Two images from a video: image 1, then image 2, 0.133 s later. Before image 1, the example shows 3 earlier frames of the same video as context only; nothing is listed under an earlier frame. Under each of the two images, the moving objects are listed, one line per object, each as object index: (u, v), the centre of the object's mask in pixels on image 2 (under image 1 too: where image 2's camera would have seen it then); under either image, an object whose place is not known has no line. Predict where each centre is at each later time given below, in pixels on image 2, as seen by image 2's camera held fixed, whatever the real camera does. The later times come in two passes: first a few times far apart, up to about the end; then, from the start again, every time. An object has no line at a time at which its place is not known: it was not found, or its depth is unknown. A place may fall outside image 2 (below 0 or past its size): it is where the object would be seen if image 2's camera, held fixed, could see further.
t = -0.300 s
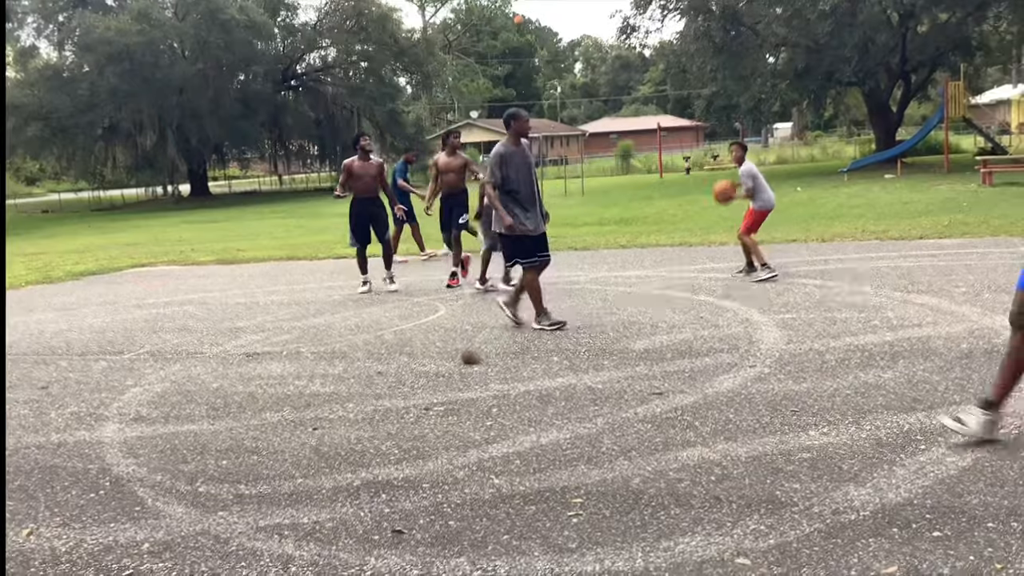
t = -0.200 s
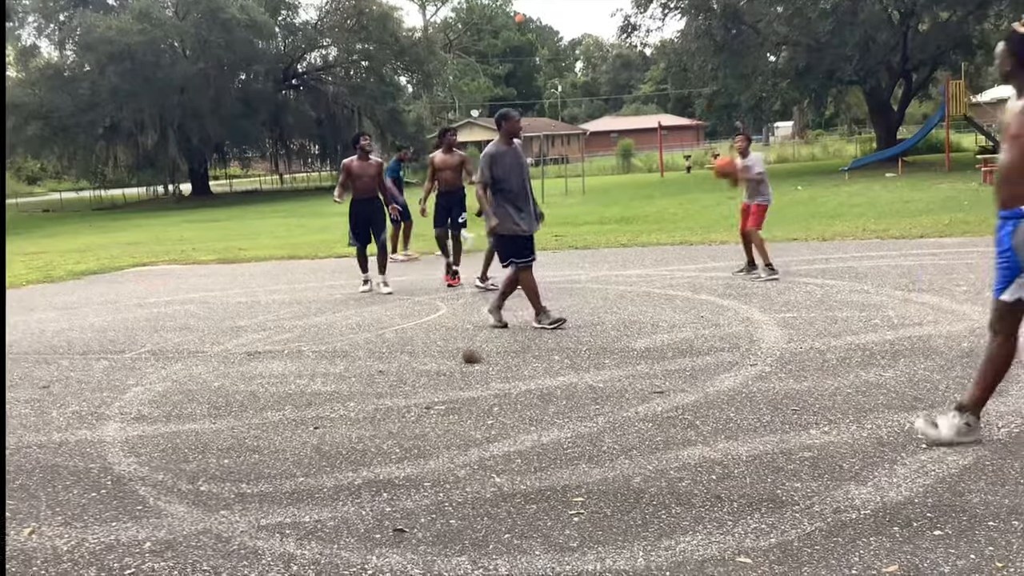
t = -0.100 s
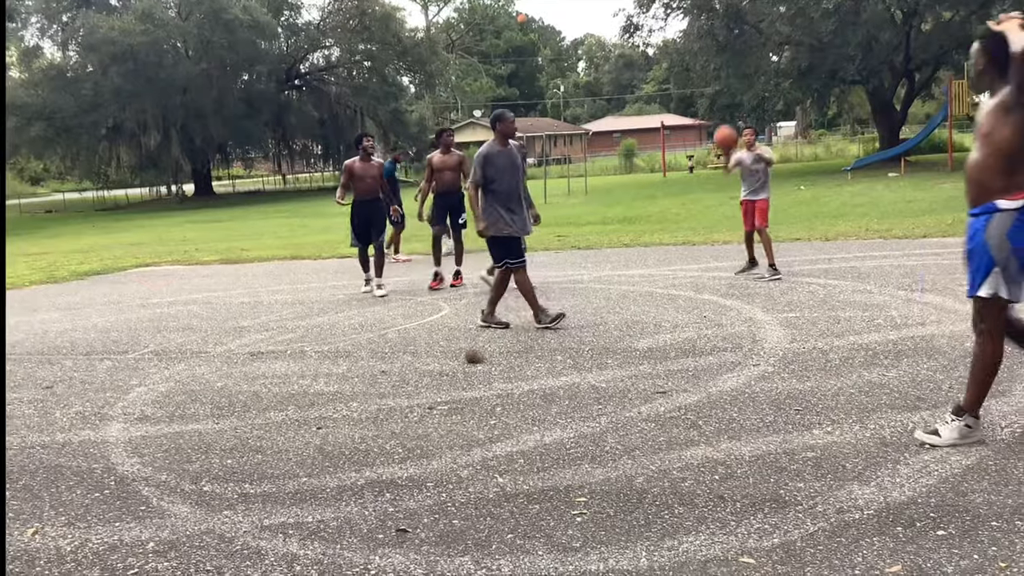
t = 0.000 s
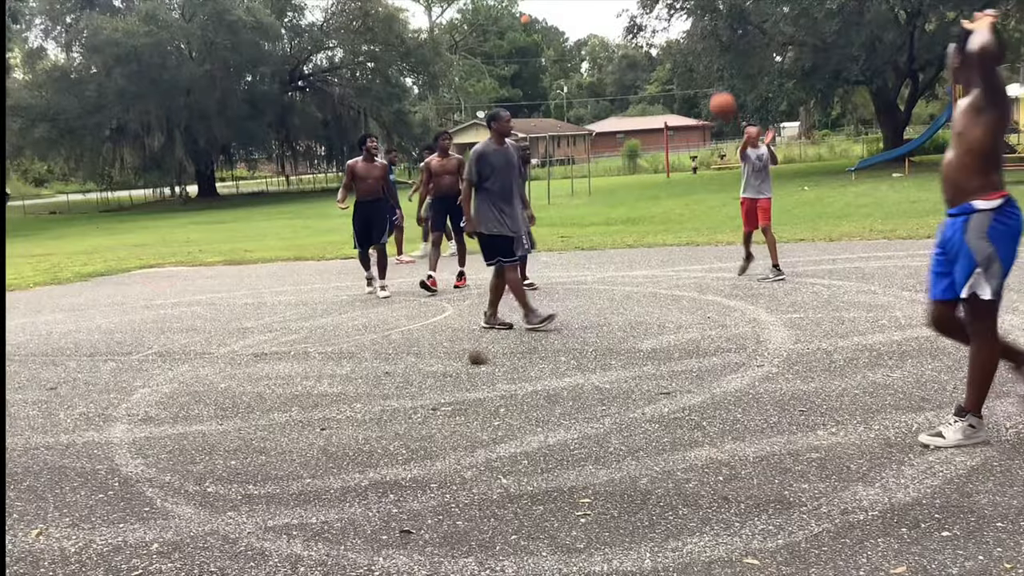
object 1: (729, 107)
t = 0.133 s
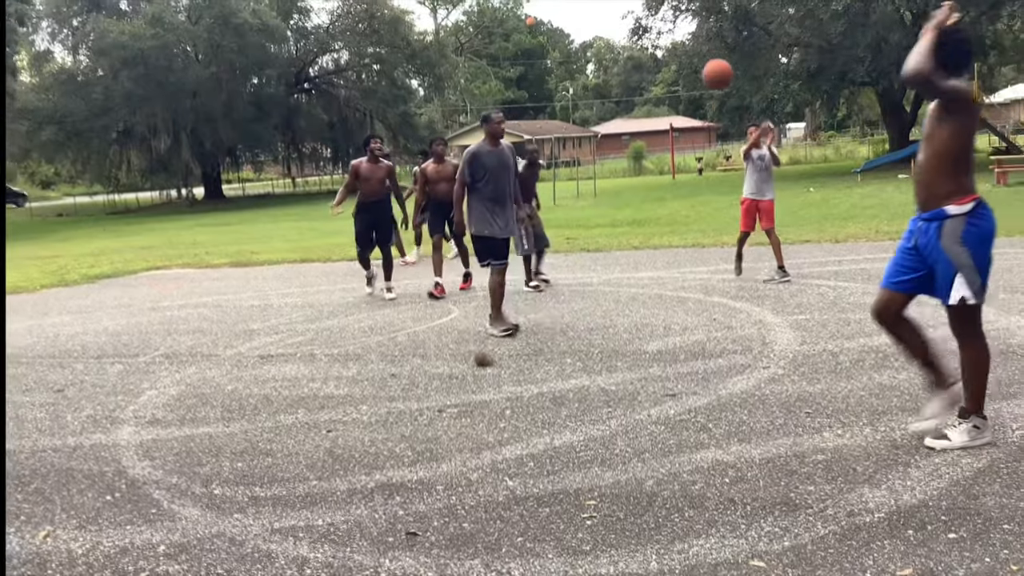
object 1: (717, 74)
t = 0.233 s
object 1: (708, 60)
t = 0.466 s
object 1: (677, 67)
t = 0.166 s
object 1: (714, 68)
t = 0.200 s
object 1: (711, 64)
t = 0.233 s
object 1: (708, 60)
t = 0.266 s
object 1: (704, 55)
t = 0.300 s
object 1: (701, 54)
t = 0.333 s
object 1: (698, 53)
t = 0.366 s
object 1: (692, 54)
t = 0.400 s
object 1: (688, 57)
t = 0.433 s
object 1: (683, 61)
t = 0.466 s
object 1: (677, 67)
